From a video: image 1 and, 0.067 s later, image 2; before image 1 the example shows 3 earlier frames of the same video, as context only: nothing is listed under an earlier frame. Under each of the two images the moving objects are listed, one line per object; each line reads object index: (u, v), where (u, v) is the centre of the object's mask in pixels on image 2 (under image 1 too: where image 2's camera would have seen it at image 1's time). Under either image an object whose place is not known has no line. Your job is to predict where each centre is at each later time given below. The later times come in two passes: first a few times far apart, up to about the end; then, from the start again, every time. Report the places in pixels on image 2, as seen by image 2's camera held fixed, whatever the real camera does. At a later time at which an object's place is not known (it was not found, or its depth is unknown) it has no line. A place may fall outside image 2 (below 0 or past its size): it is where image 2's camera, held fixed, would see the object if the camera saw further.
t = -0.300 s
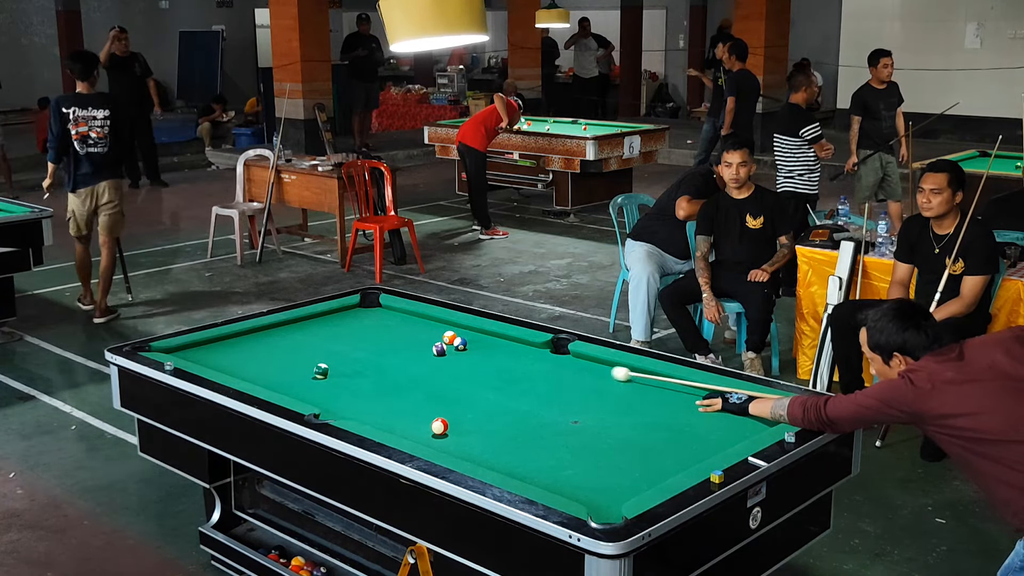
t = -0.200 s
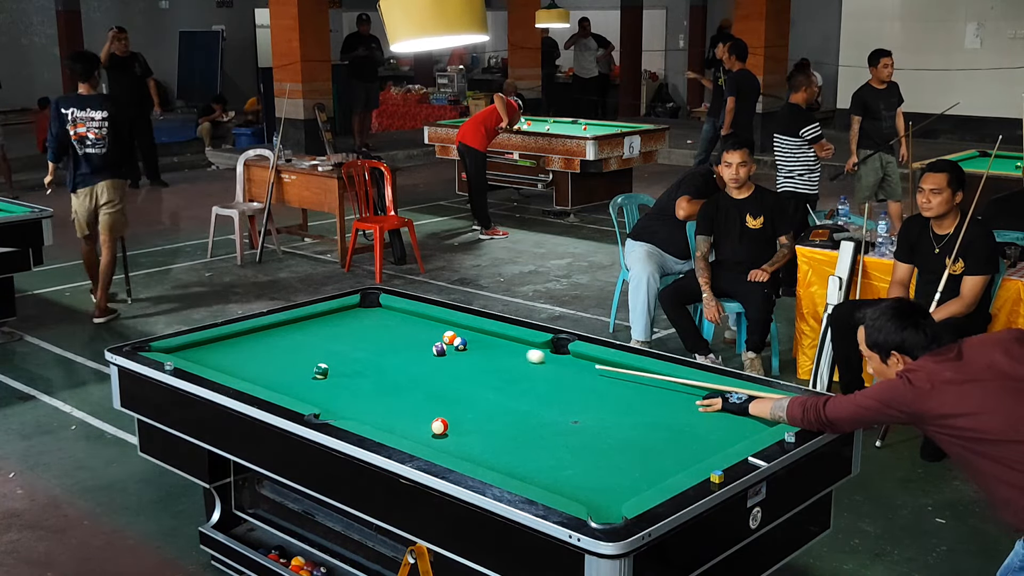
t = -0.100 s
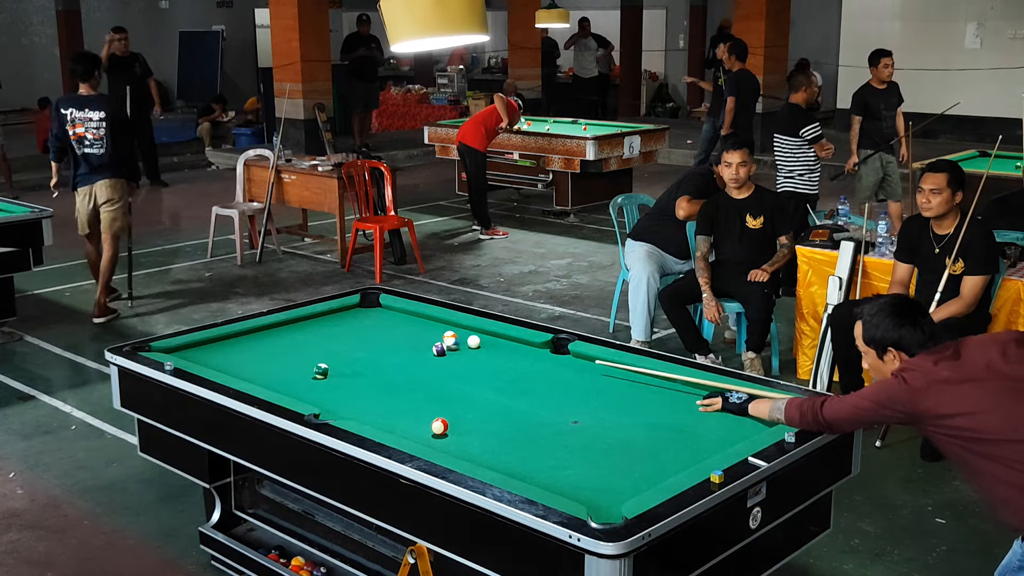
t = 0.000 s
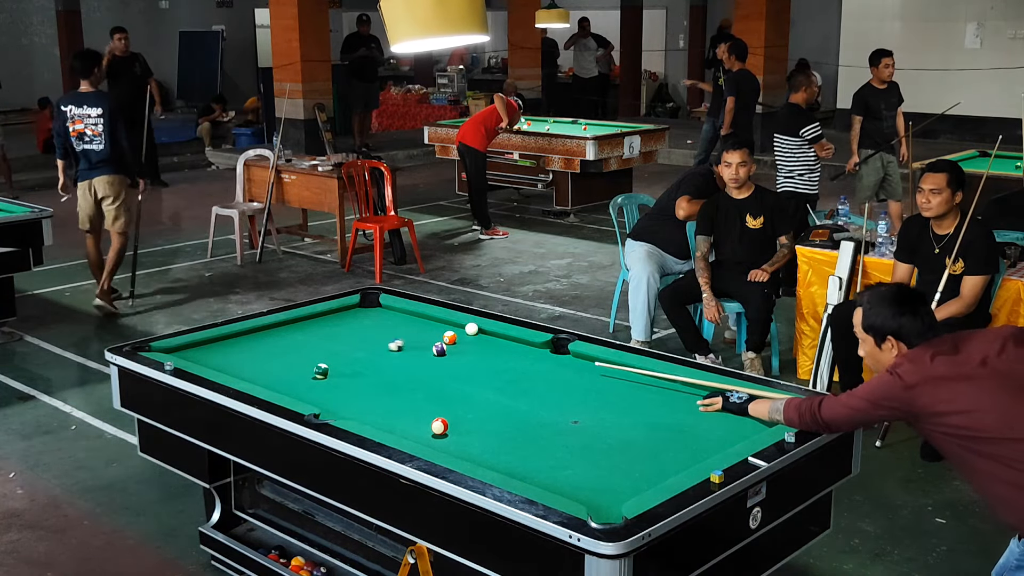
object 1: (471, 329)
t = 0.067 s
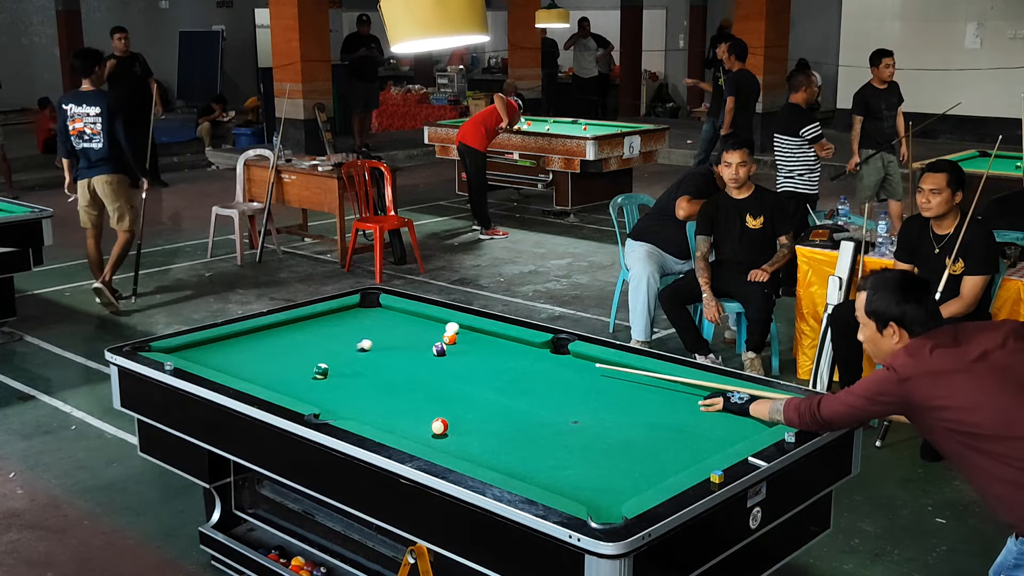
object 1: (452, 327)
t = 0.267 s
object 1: (396, 325)
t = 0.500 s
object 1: (334, 321)
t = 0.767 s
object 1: (302, 326)
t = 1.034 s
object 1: (303, 339)
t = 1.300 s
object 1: (305, 352)
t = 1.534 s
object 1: (306, 364)
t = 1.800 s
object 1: (302, 377)
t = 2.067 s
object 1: (293, 390)
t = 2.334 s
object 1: (301, 395)
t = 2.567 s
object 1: (320, 396)
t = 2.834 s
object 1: (340, 396)
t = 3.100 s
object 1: (355, 395)
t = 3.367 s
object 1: (368, 395)
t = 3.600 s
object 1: (376, 395)
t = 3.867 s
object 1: (382, 394)
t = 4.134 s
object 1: (386, 395)
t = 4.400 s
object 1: (386, 395)
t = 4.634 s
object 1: (386, 395)
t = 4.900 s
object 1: (386, 395)
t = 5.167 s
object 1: (386, 395)
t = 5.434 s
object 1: (386, 395)
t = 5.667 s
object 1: (386, 395)
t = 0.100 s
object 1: (442, 327)
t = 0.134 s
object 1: (433, 327)
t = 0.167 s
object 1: (424, 326)
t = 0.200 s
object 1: (414, 326)
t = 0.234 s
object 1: (405, 325)
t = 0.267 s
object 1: (396, 325)
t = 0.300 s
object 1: (387, 324)
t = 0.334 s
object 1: (378, 324)
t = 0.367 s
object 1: (369, 323)
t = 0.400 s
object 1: (360, 323)
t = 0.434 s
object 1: (351, 322)
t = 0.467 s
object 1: (342, 322)
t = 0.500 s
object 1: (334, 321)
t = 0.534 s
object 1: (325, 321)
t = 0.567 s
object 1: (317, 320)
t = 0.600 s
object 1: (309, 320)
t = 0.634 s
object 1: (301, 319)
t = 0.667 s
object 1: (301, 321)
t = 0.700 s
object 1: (302, 323)
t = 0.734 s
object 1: (302, 324)
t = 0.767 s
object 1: (302, 326)
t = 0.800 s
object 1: (302, 327)
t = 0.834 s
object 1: (302, 329)
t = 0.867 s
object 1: (302, 331)
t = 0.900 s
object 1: (303, 333)
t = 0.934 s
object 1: (303, 334)
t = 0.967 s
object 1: (303, 336)
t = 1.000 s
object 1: (303, 337)
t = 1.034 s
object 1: (303, 339)
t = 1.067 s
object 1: (304, 341)
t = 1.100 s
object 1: (303, 342)
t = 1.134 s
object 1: (304, 344)
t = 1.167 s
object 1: (304, 346)
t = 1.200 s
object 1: (304, 347)
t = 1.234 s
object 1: (304, 349)
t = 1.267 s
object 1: (305, 350)
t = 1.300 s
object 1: (305, 352)
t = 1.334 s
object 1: (304, 351)
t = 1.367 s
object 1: (304, 354)
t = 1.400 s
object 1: (305, 357)
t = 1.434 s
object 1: (306, 359)
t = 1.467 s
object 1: (306, 361)
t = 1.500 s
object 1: (306, 362)
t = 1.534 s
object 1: (306, 364)
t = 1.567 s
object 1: (306, 366)
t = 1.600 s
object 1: (306, 368)
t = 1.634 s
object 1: (307, 369)
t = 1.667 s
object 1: (307, 371)
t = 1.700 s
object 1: (306, 373)
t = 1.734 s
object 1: (305, 374)
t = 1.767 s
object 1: (304, 376)
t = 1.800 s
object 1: (302, 377)
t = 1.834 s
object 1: (301, 379)
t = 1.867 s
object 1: (300, 381)
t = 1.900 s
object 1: (299, 382)
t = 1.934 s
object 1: (298, 384)
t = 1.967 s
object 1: (297, 385)
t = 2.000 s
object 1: (296, 387)
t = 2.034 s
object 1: (294, 389)
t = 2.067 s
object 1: (293, 390)
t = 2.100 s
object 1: (293, 391)
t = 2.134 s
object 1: (292, 392)
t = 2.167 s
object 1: (291, 393)
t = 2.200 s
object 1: (290, 394)
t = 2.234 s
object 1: (292, 394)
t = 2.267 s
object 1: (295, 395)
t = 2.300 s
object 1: (298, 395)
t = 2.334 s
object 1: (301, 395)
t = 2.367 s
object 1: (303, 395)
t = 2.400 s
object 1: (306, 396)
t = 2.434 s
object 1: (309, 396)
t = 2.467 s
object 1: (312, 396)
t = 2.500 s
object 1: (315, 397)
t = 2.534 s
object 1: (317, 397)
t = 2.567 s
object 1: (320, 396)
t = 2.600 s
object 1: (323, 396)
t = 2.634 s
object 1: (325, 396)
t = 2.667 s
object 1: (328, 396)
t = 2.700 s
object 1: (330, 396)
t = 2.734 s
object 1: (333, 396)
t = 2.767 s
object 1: (335, 396)
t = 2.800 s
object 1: (337, 396)
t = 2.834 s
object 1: (340, 396)
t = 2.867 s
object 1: (342, 396)
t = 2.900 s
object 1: (344, 396)
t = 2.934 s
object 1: (346, 396)
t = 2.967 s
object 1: (348, 396)
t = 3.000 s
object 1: (350, 396)
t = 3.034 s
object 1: (352, 395)
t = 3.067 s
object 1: (354, 395)
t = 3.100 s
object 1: (355, 395)
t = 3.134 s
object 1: (357, 395)
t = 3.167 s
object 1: (359, 395)
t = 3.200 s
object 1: (360, 395)
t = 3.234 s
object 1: (362, 395)
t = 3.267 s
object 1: (364, 395)
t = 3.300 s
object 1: (365, 395)
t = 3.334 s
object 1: (367, 395)
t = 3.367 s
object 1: (368, 395)
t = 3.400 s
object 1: (369, 395)
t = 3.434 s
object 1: (370, 395)
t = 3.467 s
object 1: (372, 395)
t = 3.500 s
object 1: (373, 395)
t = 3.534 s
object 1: (374, 395)
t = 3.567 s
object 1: (375, 395)
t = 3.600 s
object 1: (376, 395)
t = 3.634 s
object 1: (377, 395)
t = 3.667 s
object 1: (378, 395)
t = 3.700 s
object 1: (379, 395)
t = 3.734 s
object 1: (380, 395)
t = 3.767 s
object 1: (381, 395)
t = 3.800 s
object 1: (381, 394)
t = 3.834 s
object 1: (382, 395)
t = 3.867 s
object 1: (382, 394)
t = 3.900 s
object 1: (383, 395)
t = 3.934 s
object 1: (383, 394)
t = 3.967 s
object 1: (384, 394)
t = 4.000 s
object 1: (384, 395)
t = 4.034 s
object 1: (385, 395)
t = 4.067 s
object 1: (385, 395)
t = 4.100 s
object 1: (385, 395)
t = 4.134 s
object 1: (386, 395)
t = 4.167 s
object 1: (386, 395)
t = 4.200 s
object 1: (386, 395)
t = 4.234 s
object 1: (386, 394)
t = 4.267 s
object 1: (386, 395)
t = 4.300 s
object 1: (386, 395)
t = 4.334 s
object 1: (386, 395)
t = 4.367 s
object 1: (386, 395)
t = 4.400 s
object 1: (386, 395)
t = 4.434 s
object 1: (386, 395)
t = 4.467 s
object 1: (386, 395)
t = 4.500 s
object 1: (386, 395)
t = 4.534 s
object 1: (386, 395)
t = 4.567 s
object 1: (386, 395)
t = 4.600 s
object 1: (386, 395)
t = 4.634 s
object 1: (386, 395)
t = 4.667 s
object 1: (386, 395)
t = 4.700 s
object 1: (386, 395)
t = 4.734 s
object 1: (386, 395)
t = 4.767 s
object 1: (386, 395)
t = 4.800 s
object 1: (386, 395)
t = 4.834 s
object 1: (386, 395)
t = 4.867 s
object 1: (386, 395)
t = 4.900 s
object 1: (386, 395)
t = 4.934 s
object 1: (386, 395)
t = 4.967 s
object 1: (386, 395)
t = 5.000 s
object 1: (386, 395)
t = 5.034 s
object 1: (386, 395)
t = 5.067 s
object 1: (386, 395)
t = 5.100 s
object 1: (386, 395)
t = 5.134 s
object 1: (386, 395)
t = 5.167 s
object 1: (386, 395)
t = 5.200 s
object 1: (386, 395)
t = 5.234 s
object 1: (386, 395)
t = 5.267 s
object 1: (386, 395)
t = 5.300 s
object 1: (386, 395)
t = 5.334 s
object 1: (386, 395)
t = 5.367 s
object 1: (386, 395)
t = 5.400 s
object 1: (386, 395)
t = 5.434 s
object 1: (386, 395)
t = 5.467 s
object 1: (386, 395)
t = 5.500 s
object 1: (386, 395)
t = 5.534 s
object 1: (386, 395)
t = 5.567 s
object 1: (386, 395)
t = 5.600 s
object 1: (386, 395)
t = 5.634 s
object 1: (386, 395)
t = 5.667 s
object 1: (386, 395)
